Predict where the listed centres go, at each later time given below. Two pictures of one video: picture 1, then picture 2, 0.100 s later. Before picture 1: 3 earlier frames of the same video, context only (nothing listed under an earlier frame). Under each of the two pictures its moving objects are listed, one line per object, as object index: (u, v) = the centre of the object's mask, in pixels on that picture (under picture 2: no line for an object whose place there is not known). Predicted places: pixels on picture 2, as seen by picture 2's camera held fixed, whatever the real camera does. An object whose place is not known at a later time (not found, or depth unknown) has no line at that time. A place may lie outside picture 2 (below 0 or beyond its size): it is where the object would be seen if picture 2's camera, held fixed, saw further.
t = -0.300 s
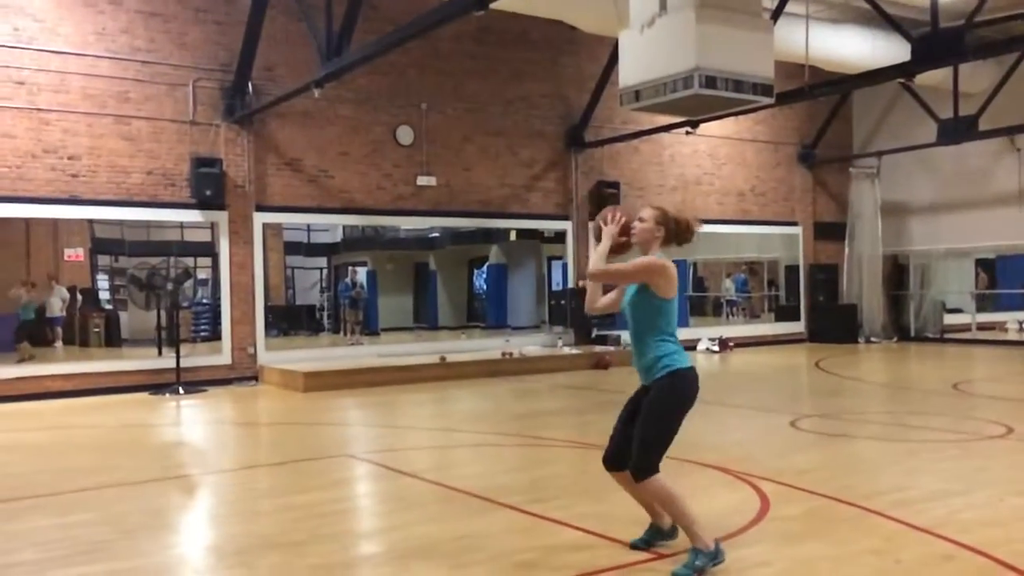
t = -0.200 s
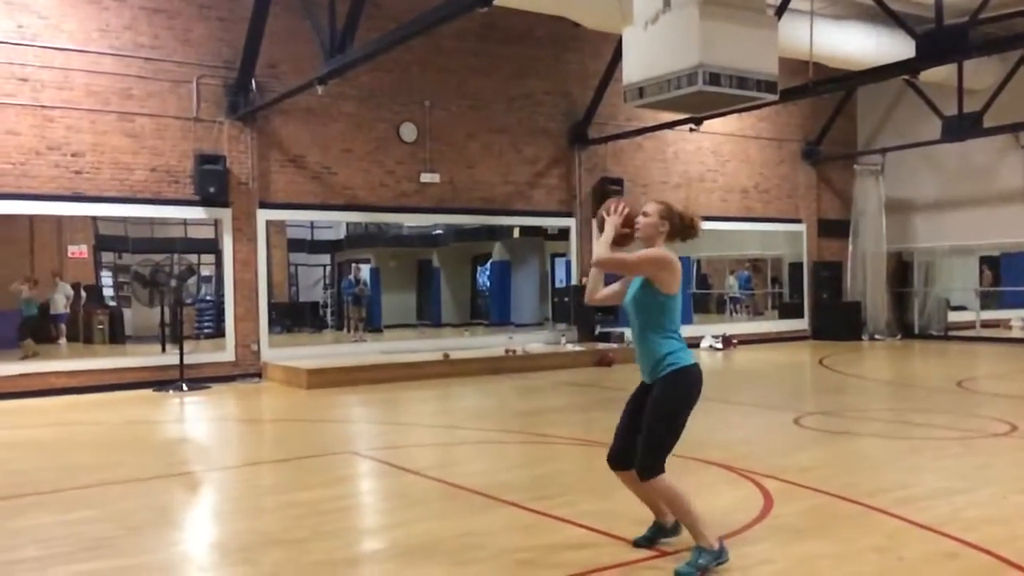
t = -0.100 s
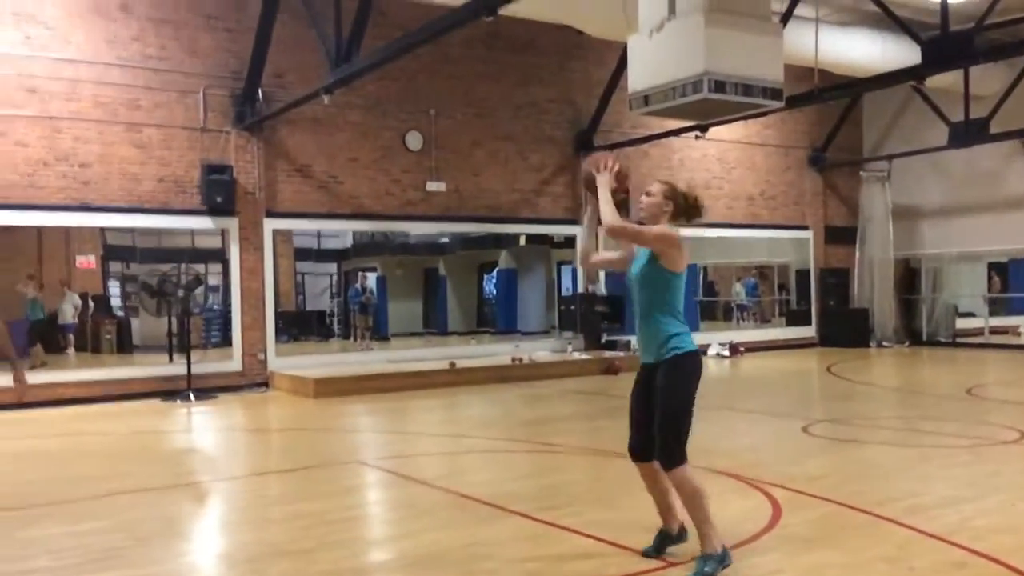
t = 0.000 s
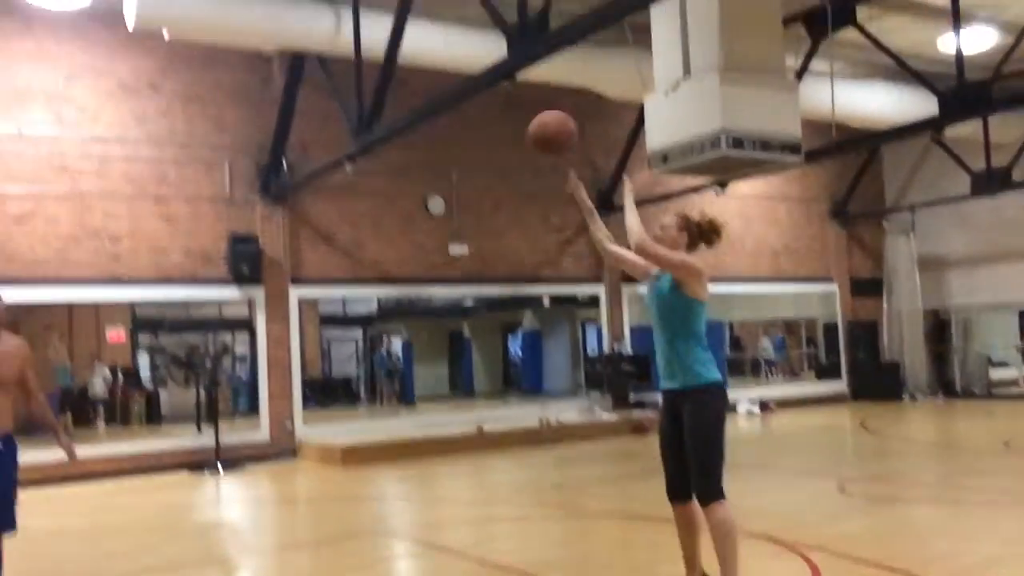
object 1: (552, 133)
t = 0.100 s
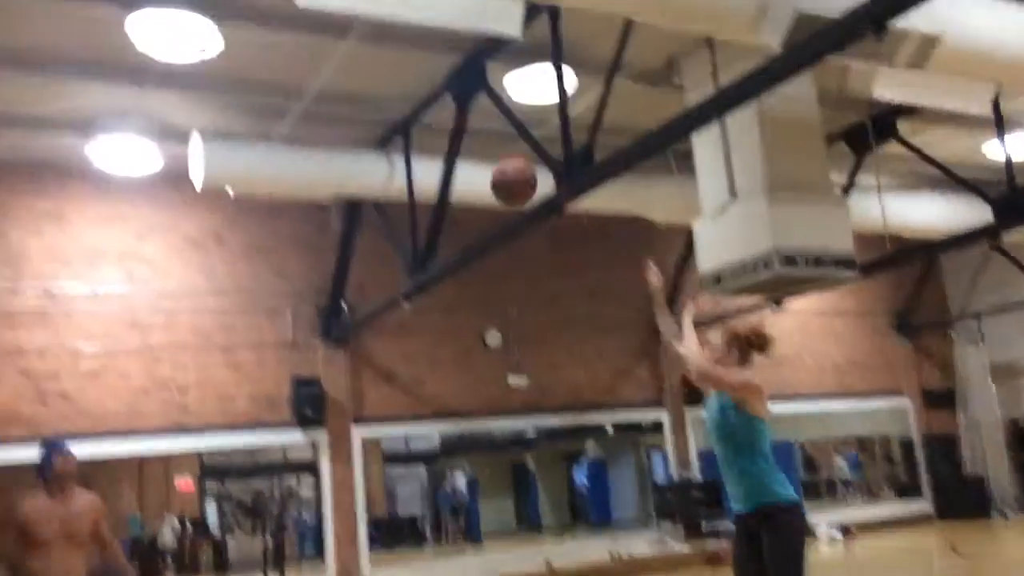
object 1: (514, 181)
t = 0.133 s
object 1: (484, 159)
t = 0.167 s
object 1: (455, 138)
